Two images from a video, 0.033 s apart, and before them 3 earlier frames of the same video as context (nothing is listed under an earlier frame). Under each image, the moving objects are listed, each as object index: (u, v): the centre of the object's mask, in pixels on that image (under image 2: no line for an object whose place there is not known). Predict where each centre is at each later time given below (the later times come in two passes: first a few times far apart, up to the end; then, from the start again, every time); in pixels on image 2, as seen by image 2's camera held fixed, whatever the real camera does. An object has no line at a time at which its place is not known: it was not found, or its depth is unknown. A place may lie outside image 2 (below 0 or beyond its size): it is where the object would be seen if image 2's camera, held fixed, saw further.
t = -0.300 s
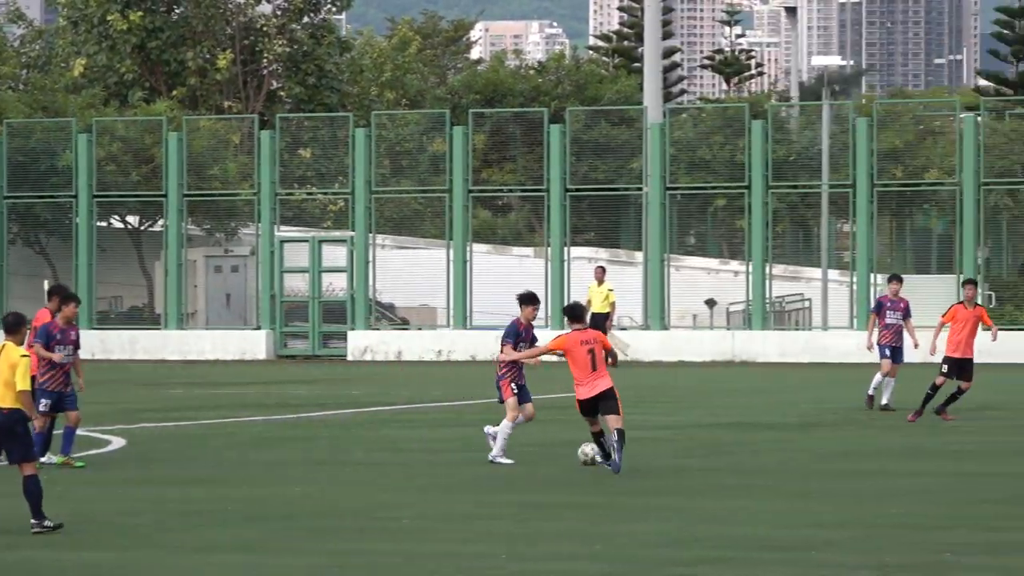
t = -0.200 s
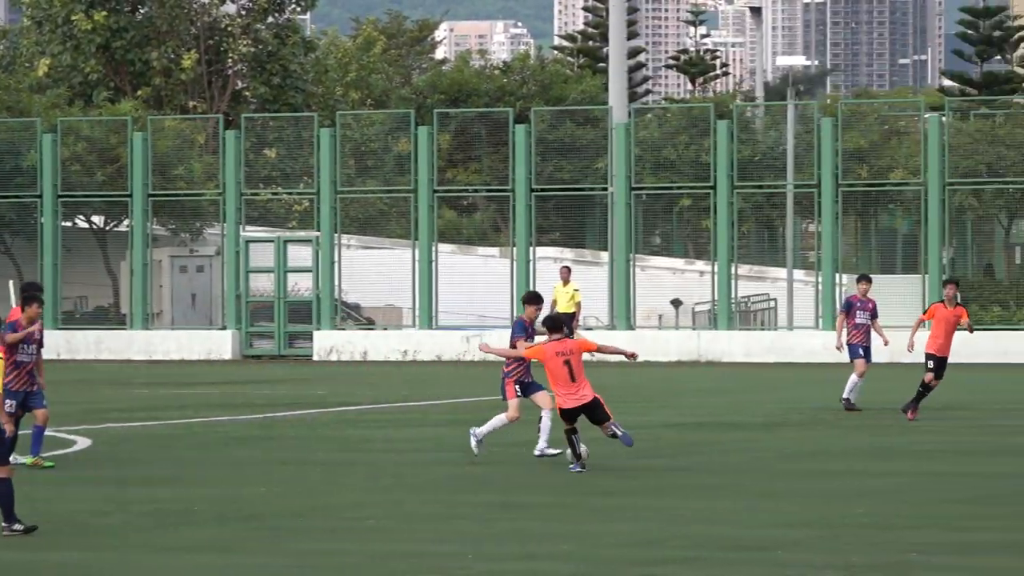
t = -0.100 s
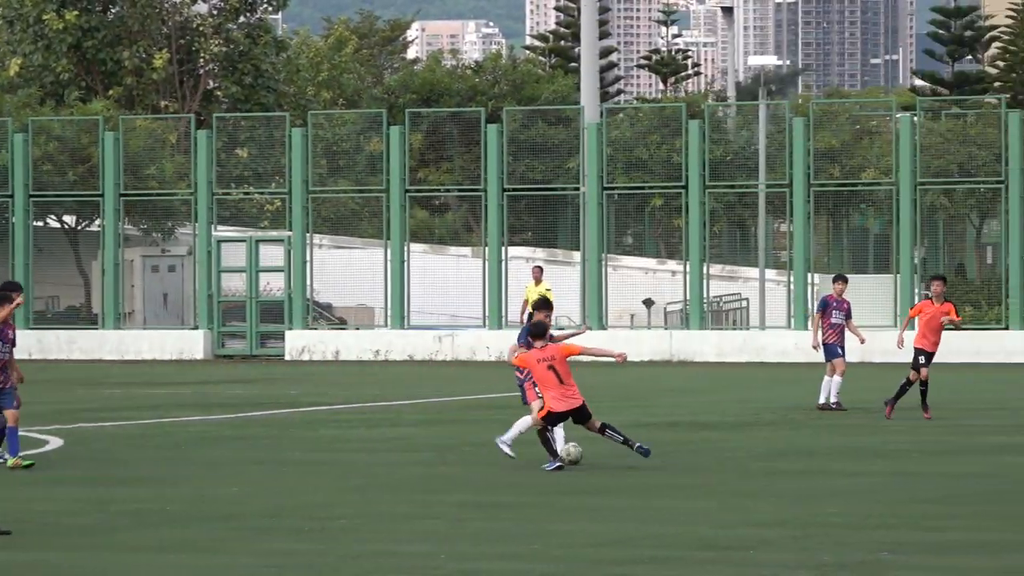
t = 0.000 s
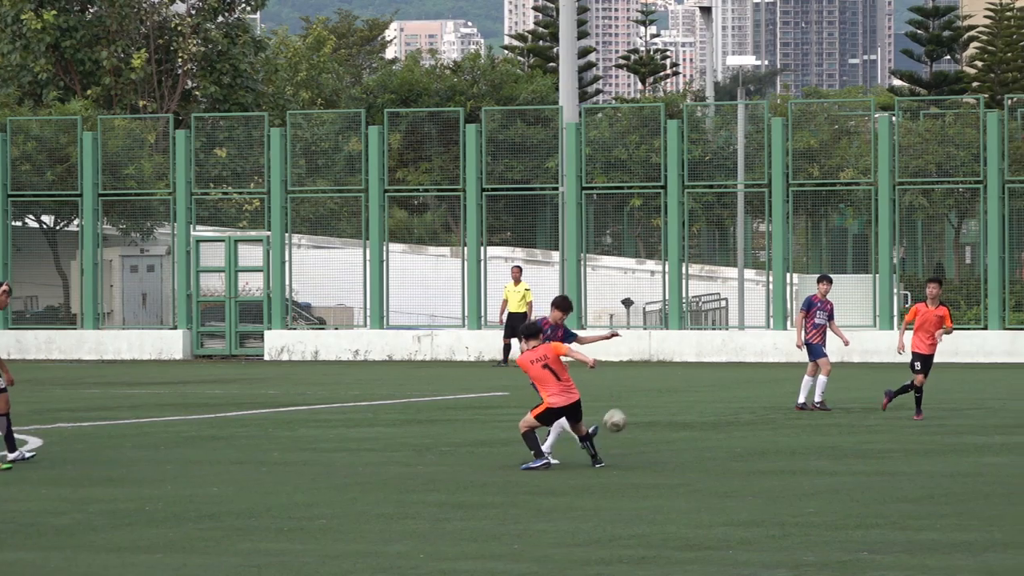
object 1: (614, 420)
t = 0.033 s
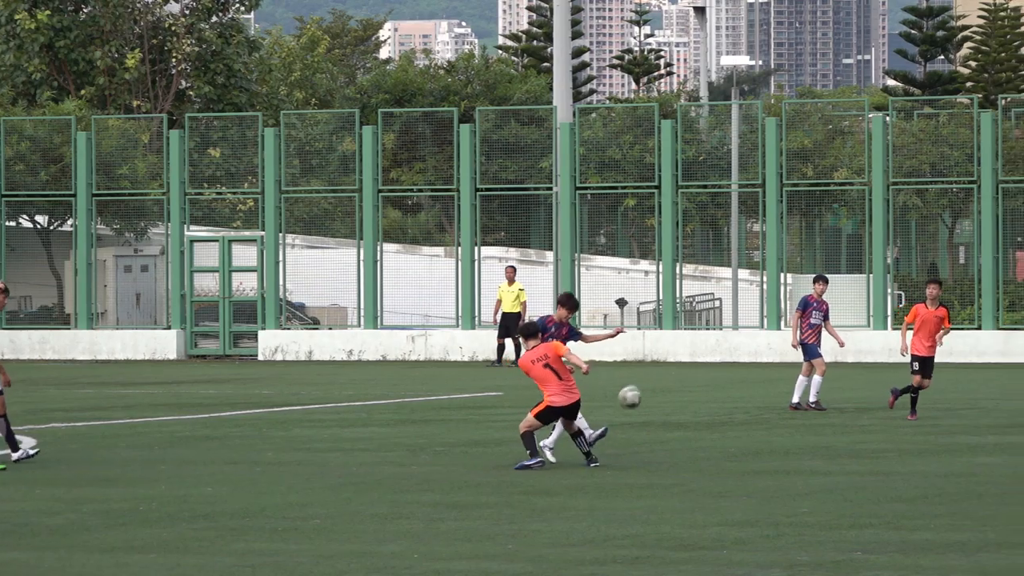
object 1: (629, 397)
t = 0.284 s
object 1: (783, 265)
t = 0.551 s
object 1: (940, 202)
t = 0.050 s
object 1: (639, 386)
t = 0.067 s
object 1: (649, 375)
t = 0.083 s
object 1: (660, 366)
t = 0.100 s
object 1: (670, 355)
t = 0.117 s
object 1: (680, 345)
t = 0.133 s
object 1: (690, 336)
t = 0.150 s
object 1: (700, 327)
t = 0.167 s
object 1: (711, 318)
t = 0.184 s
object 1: (721, 309)
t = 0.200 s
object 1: (731, 302)
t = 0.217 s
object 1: (742, 293)
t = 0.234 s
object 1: (752, 286)
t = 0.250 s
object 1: (762, 279)
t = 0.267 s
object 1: (772, 272)
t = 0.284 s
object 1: (783, 265)
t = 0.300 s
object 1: (793, 258)
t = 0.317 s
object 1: (802, 253)
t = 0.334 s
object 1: (813, 247)
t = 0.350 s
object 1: (823, 241)
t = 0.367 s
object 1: (833, 237)
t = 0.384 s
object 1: (842, 231)
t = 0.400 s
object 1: (852, 228)
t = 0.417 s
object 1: (862, 224)
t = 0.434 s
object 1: (872, 220)
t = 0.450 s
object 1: (882, 217)
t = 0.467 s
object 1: (891, 214)
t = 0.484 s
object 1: (901, 210)
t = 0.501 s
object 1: (911, 208)
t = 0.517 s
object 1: (921, 206)
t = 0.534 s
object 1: (930, 204)
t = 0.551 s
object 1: (940, 202)
